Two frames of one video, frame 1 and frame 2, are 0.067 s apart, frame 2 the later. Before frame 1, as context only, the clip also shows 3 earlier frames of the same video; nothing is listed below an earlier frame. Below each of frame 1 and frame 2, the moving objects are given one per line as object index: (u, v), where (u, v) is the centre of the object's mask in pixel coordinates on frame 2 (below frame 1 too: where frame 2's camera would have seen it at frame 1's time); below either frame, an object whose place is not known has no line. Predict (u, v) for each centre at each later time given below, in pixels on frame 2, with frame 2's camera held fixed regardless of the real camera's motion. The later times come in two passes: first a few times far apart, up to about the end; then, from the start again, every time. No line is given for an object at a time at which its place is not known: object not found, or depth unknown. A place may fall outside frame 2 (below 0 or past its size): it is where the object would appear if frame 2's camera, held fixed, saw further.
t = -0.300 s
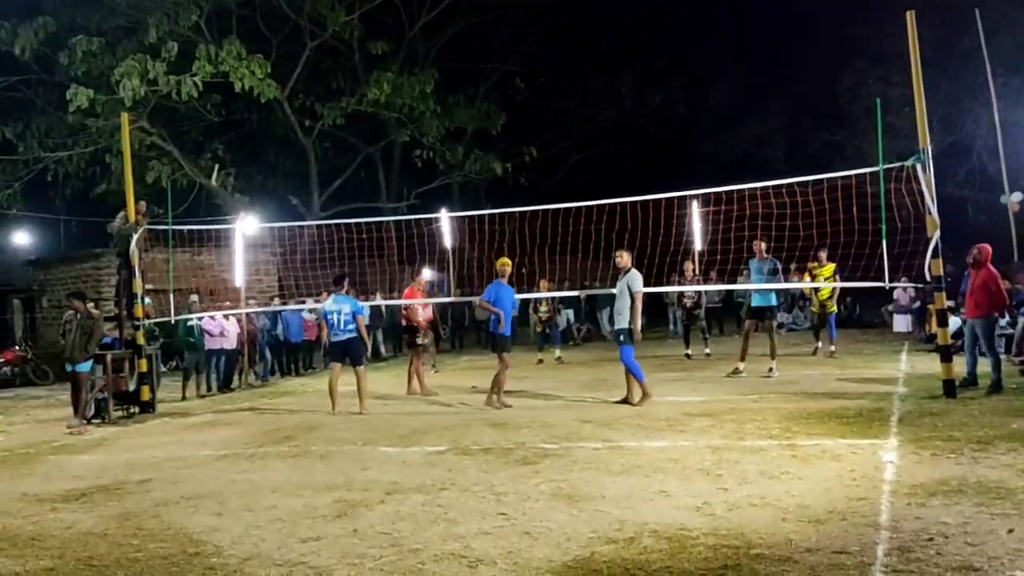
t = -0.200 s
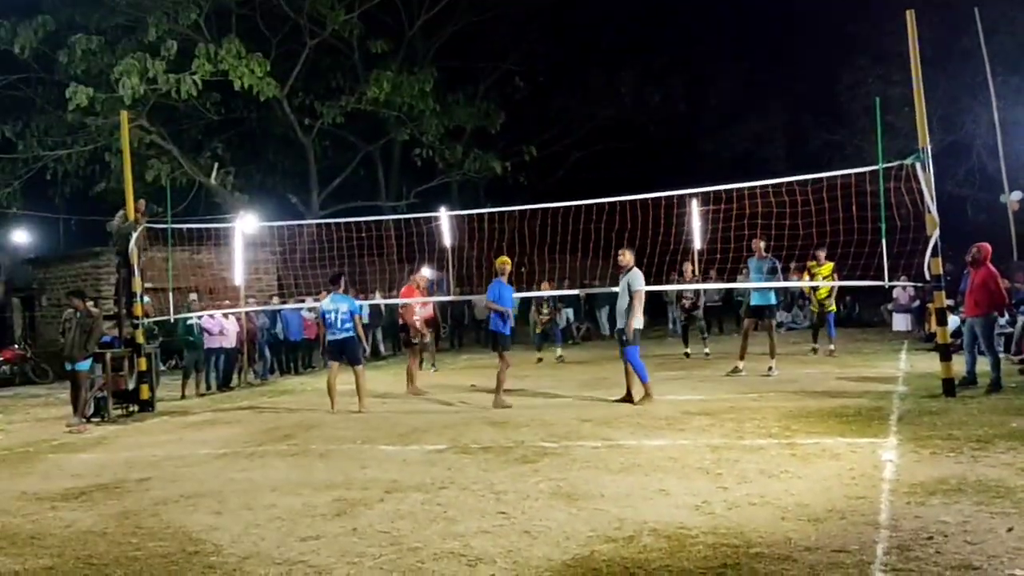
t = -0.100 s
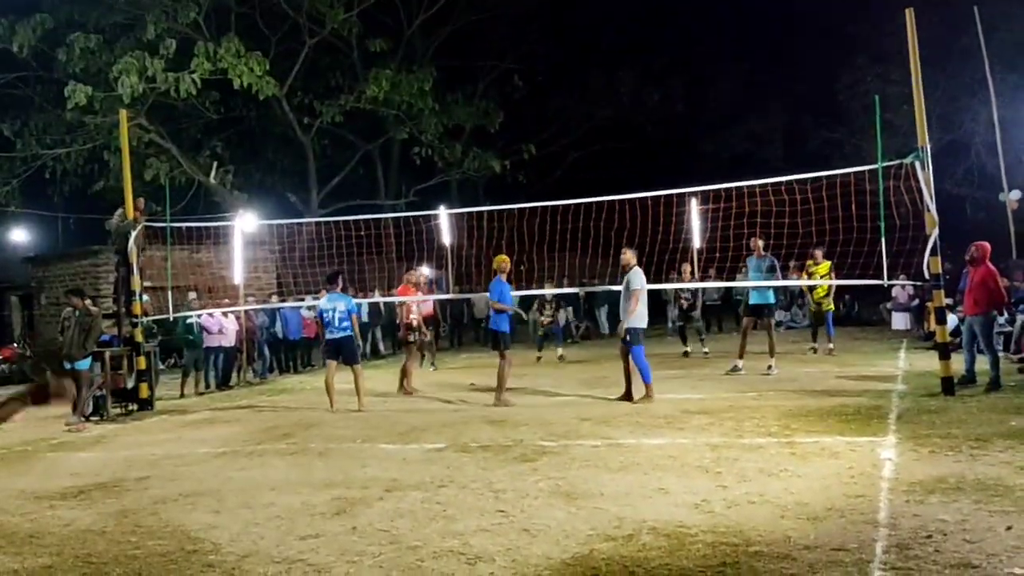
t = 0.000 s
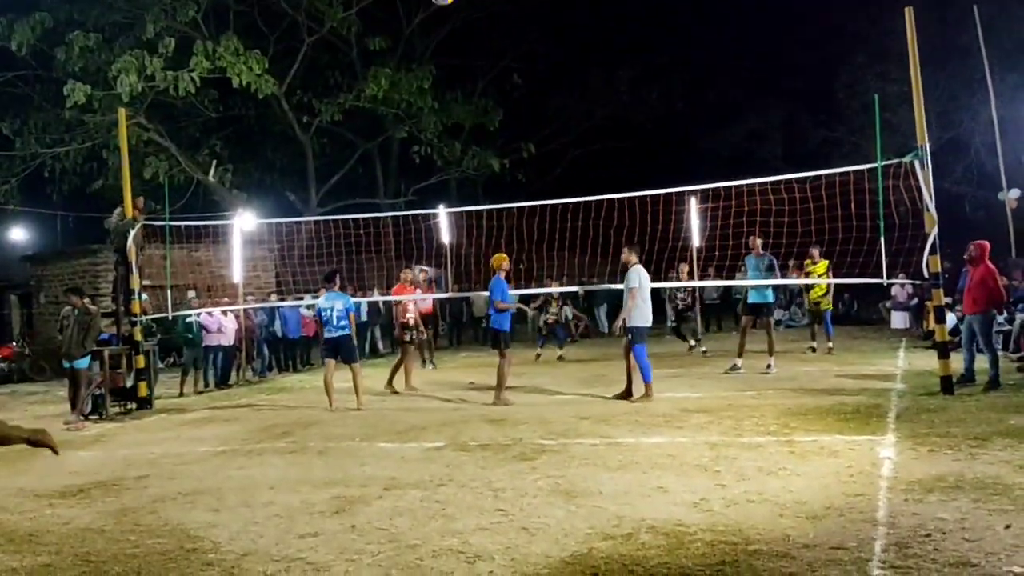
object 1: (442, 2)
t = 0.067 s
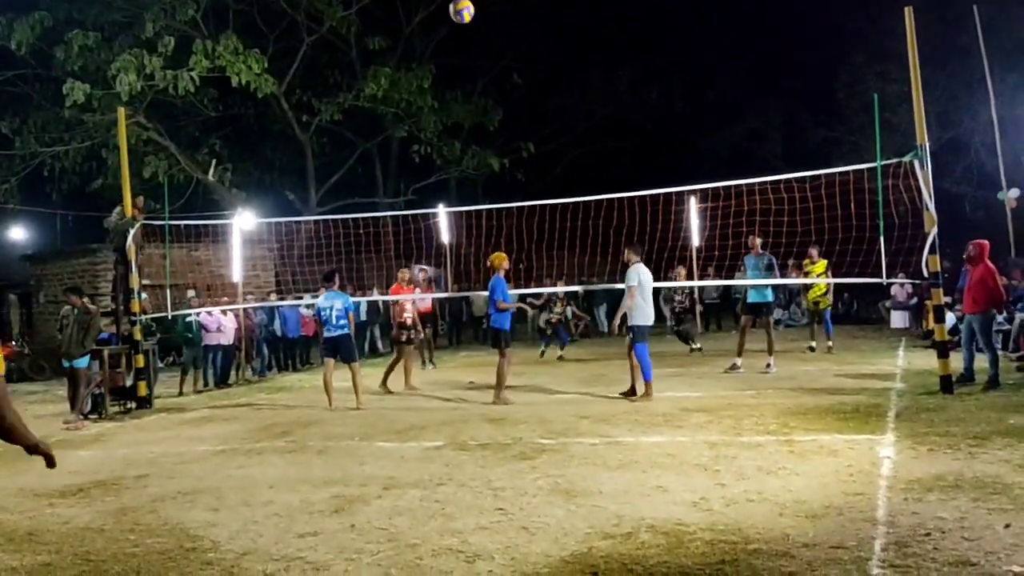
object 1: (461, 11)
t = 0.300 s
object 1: (514, 86)
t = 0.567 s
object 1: (554, 186)
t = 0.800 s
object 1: (580, 279)
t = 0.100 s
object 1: (471, 21)
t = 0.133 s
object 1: (479, 31)
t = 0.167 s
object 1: (486, 41)
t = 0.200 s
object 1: (494, 52)
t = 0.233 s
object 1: (501, 62)
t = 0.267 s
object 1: (508, 74)
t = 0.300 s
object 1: (514, 86)
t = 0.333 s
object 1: (520, 98)
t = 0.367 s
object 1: (525, 110)
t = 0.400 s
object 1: (530, 122)
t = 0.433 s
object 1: (536, 135)
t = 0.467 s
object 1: (541, 147)
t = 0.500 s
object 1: (545, 159)
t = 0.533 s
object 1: (550, 173)
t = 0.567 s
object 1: (554, 186)
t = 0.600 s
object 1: (558, 199)
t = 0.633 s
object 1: (562, 213)
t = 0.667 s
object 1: (566, 227)
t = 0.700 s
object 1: (569, 241)
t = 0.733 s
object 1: (573, 255)
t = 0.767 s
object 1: (577, 269)
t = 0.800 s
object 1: (580, 279)
